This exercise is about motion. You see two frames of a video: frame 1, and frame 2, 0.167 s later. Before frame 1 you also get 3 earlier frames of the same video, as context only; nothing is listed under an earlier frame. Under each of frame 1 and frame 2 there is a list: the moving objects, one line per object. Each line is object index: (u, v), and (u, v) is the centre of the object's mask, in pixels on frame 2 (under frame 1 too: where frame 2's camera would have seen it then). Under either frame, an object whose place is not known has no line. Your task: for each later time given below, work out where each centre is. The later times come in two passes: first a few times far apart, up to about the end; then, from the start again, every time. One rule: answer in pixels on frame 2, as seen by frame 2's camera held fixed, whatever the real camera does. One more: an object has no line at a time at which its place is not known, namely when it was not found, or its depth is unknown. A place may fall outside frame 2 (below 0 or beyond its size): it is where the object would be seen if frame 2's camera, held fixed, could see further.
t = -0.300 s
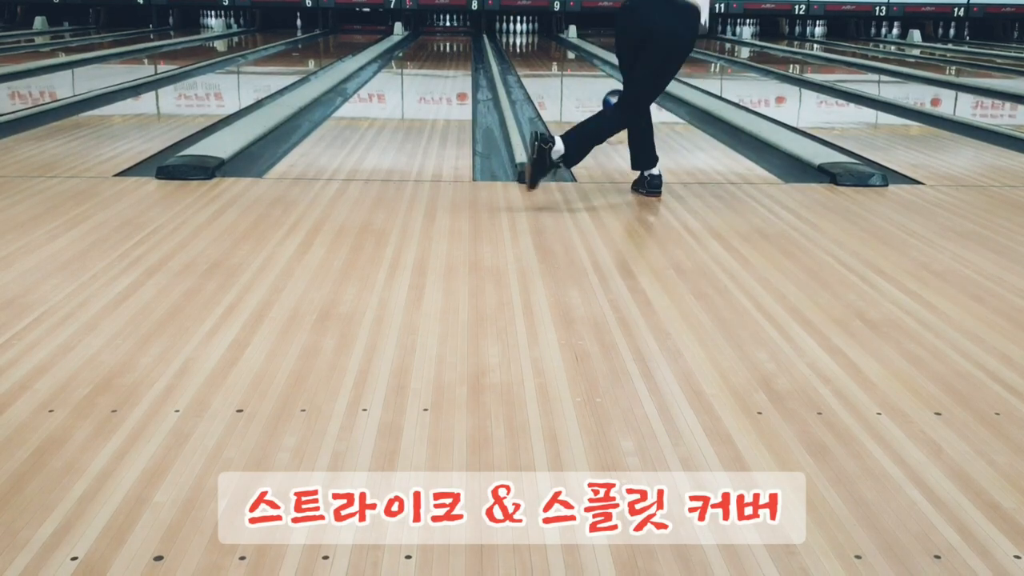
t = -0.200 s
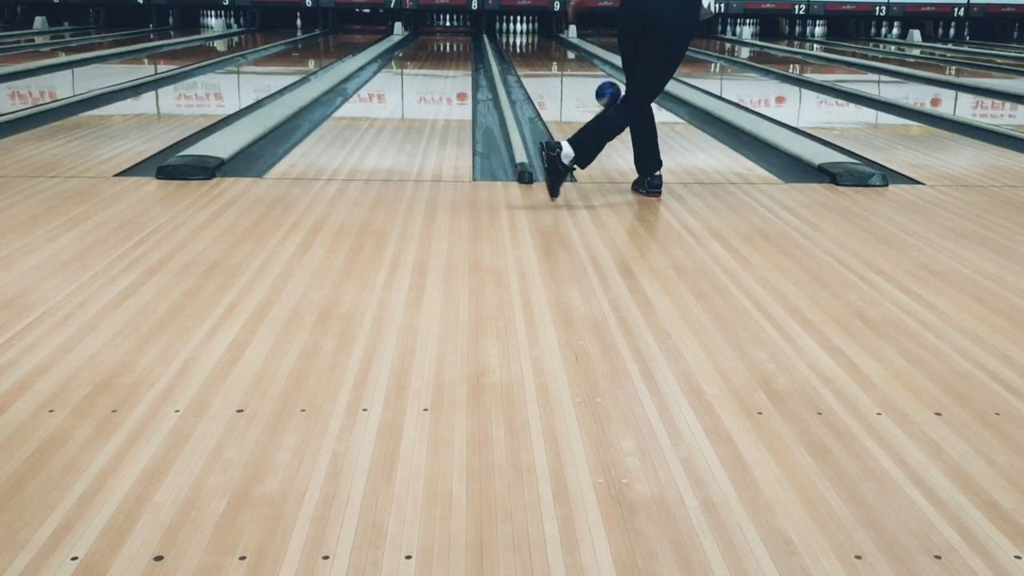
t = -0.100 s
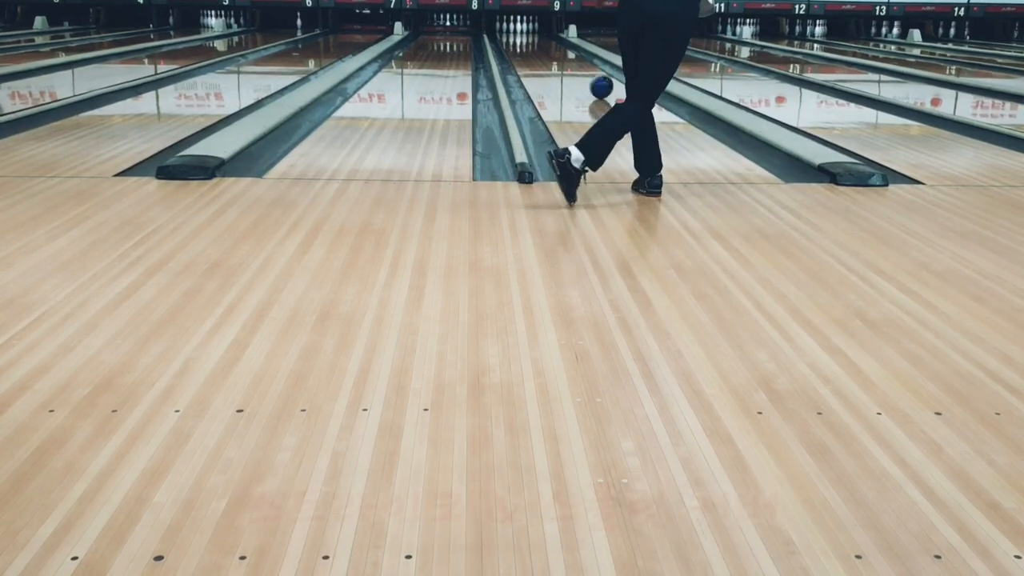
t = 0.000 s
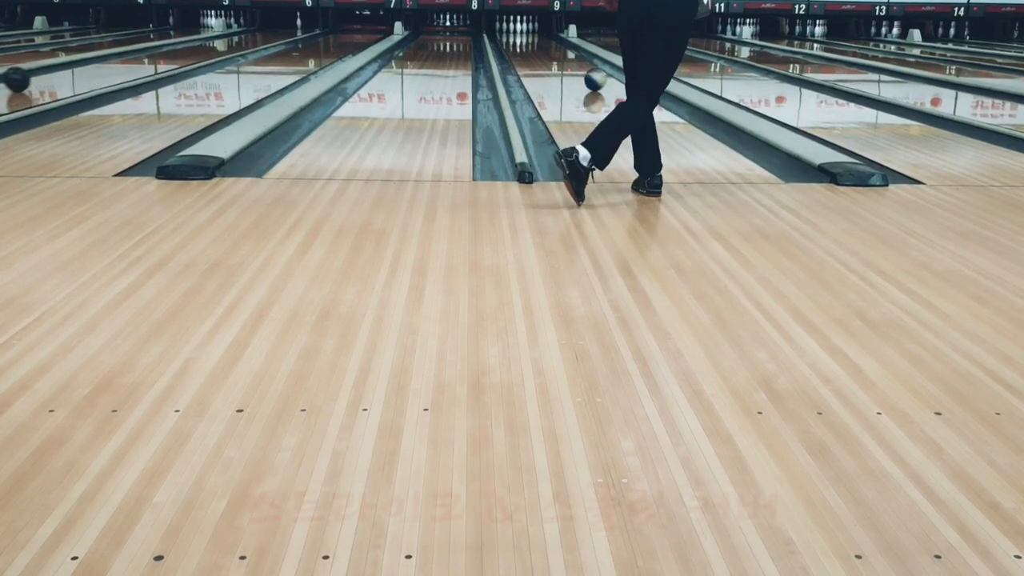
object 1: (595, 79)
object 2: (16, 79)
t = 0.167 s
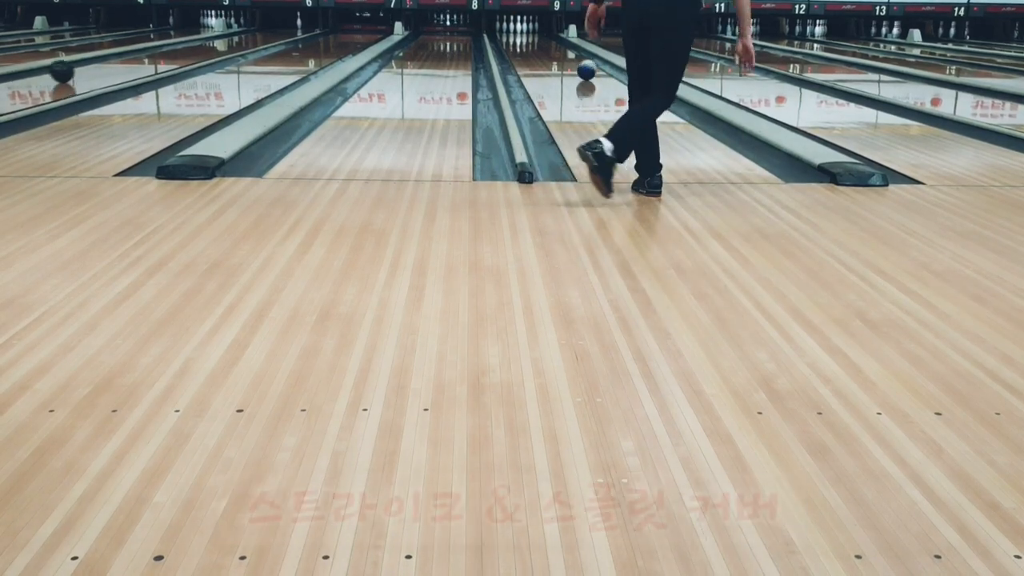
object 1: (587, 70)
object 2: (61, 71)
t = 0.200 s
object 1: (585, 68)
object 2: (69, 70)
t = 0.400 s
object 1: (577, 59)
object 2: (111, 62)
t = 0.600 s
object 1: (570, 52)
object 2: (146, 56)
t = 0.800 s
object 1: (564, 47)
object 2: (174, 51)
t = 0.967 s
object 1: (560, 43)
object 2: (195, 48)
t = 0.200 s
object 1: (585, 68)
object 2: (69, 70)
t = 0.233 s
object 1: (583, 67)
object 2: (77, 68)
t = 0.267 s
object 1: (581, 66)
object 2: (85, 67)
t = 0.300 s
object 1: (581, 63)
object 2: (91, 66)
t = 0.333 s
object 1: (580, 62)
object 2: (98, 64)
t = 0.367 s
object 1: (578, 61)
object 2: (105, 63)
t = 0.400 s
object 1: (577, 59)
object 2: (111, 62)
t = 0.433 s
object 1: (576, 59)
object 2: (117, 61)
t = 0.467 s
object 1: (574, 57)
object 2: (124, 60)
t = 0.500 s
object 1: (573, 56)
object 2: (130, 59)
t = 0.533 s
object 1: (572, 55)
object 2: (135, 58)
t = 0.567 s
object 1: (571, 55)
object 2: (141, 57)
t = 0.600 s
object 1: (570, 52)
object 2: (146, 56)
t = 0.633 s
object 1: (569, 51)
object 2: (151, 55)
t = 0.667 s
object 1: (568, 50)
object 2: (156, 54)
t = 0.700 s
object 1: (566, 50)
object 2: (161, 53)
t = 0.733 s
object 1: (566, 49)
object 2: (165, 52)
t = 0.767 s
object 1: (565, 47)
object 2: (170, 51)
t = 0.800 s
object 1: (564, 47)
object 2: (174, 51)
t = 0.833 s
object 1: (562, 46)
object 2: (179, 50)
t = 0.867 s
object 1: (563, 45)
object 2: (183, 49)
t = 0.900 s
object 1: (562, 45)
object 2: (187, 48)
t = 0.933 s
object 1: (560, 44)
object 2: (191, 48)
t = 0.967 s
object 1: (560, 43)
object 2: (195, 48)
